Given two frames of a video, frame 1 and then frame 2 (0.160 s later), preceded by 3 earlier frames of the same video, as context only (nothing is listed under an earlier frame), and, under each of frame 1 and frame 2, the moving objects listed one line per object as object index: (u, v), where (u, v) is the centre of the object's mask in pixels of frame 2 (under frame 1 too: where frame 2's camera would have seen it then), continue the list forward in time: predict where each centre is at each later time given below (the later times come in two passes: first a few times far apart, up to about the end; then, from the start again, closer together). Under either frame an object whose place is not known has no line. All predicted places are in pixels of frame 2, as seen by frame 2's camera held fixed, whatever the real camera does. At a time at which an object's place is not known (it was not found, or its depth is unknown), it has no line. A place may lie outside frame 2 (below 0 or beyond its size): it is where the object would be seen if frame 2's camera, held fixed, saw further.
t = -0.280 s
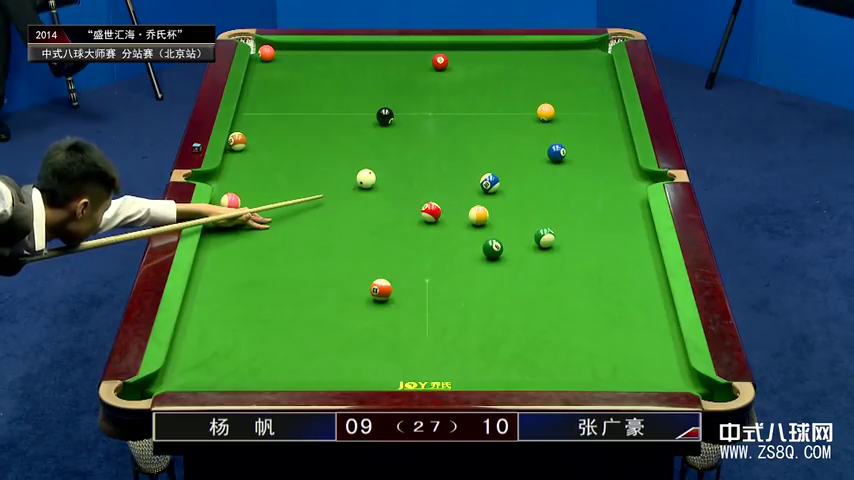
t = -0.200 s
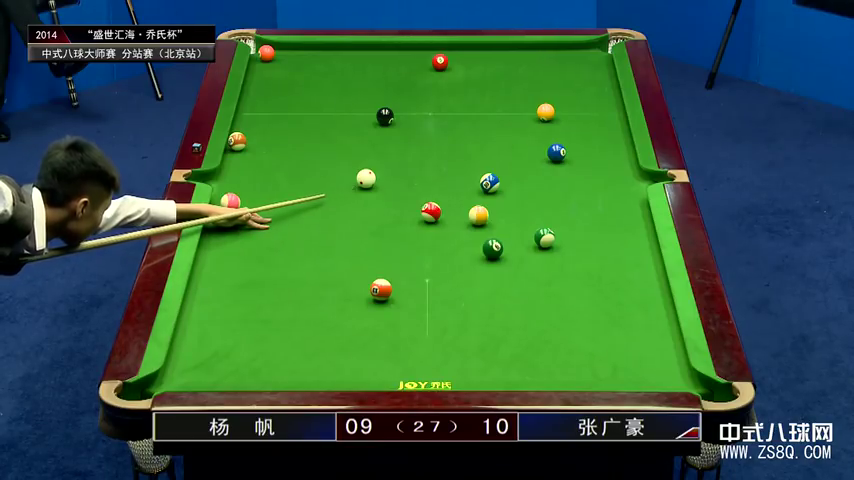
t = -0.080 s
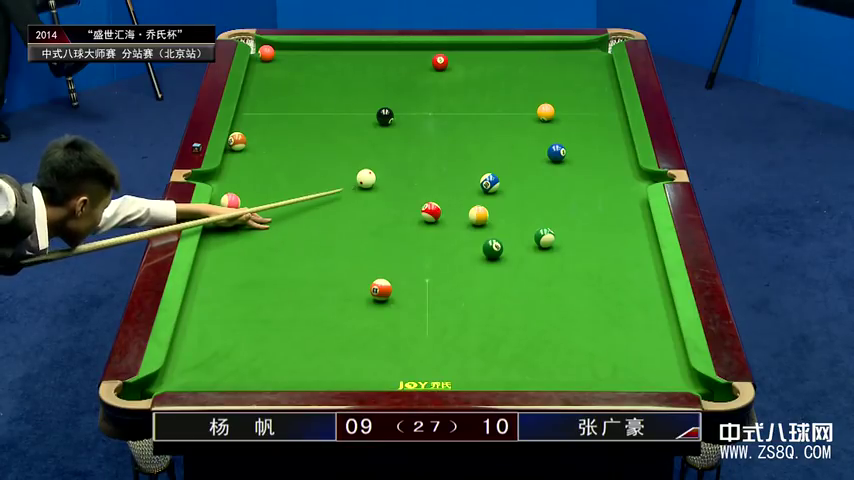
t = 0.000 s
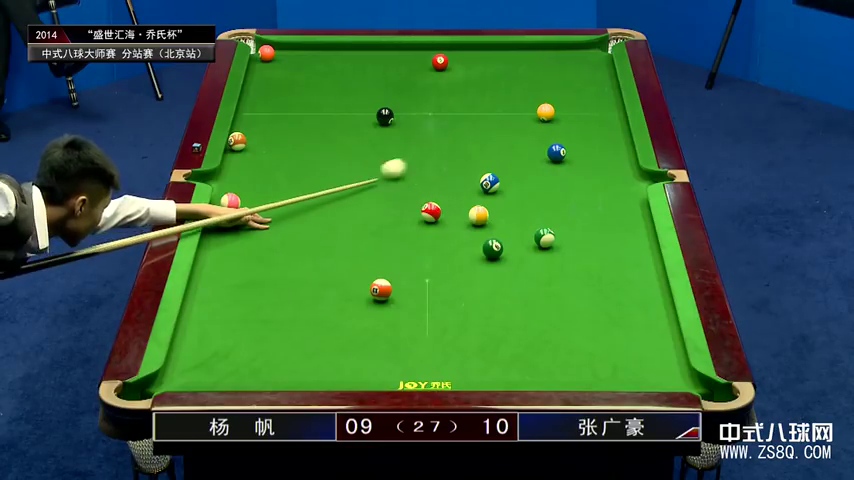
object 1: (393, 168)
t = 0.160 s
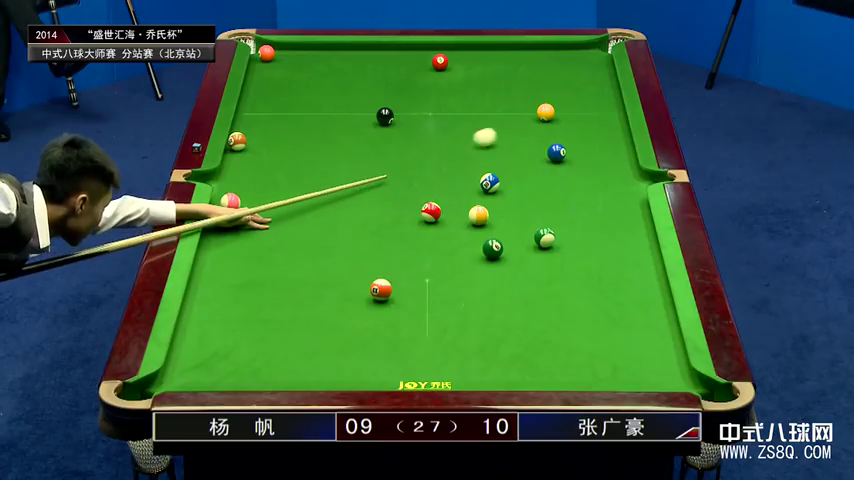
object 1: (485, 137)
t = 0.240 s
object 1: (523, 124)
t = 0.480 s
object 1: (590, 121)
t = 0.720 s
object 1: (605, 126)
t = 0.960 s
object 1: (577, 132)
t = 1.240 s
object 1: (544, 139)
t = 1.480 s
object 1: (517, 145)
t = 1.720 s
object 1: (492, 150)
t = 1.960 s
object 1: (468, 155)
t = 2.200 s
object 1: (446, 159)
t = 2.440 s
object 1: (424, 163)
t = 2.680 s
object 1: (404, 167)
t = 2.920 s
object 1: (385, 171)
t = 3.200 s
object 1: (364, 174)
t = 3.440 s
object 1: (349, 177)
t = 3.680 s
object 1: (334, 180)
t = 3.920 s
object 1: (321, 182)
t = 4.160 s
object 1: (310, 184)
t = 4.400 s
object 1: (301, 186)
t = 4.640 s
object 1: (293, 187)
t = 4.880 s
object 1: (286, 188)
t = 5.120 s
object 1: (282, 189)
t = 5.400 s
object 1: (278, 189)
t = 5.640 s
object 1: (277, 189)
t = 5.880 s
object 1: (277, 189)
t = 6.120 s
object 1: (277, 189)
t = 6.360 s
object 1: (277, 189)
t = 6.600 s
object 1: (277, 189)
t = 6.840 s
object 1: (277, 189)
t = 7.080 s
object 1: (277, 189)
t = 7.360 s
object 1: (277, 189)
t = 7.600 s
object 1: (277, 189)
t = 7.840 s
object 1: (277, 189)
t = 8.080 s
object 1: (277, 189)
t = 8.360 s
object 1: (277, 189)
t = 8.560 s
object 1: (277, 189)
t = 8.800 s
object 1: (277, 189)
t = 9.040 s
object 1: (277, 189)
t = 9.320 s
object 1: (277, 189)
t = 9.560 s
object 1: (277, 189)
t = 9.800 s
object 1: (277, 189)
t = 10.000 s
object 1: (277, 189)
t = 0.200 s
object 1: (505, 130)
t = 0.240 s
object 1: (523, 124)
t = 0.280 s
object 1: (541, 119)
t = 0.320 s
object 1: (553, 119)
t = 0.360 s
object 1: (563, 119)
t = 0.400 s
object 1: (573, 120)
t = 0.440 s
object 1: (582, 121)
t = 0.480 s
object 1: (590, 121)
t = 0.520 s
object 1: (598, 122)
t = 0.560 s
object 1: (607, 123)
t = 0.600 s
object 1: (616, 123)
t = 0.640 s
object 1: (617, 124)
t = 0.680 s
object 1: (611, 125)
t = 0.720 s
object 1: (605, 126)
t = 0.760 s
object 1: (601, 127)
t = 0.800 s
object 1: (596, 129)
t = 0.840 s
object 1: (591, 130)
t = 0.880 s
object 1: (586, 130)
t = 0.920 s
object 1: (581, 131)
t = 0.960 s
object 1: (577, 132)
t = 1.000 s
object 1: (572, 133)
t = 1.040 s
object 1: (567, 134)
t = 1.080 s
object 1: (563, 135)
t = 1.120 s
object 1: (558, 135)
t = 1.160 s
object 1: (553, 136)
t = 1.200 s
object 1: (548, 138)
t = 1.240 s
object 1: (544, 139)
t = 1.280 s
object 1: (540, 140)
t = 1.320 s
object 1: (535, 141)
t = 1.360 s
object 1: (531, 142)
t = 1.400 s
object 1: (526, 143)
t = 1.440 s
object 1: (522, 144)
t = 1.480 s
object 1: (517, 145)
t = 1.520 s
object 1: (513, 146)
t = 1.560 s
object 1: (509, 146)
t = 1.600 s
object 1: (505, 147)
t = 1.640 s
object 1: (501, 148)
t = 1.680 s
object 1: (497, 149)
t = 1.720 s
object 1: (492, 150)
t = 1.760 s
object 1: (488, 151)
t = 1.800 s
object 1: (484, 152)
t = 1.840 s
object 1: (480, 152)
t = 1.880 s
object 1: (476, 153)
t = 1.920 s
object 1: (472, 154)
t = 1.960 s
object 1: (468, 155)
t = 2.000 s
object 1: (464, 156)
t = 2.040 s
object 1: (461, 156)
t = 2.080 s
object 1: (457, 157)
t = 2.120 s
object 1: (453, 158)
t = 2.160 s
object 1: (449, 159)
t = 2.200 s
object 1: (446, 159)
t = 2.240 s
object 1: (442, 160)
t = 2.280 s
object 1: (438, 161)
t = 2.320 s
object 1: (435, 161)
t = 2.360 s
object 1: (431, 162)
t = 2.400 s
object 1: (427, 163)
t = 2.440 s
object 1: (424, 163)
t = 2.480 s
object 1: (421, 164)
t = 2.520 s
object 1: (417, 165)
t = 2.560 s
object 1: (414, 165)
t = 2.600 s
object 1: (411, 166)
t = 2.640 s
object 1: (407, 166)
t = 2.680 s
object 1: (404, 167)
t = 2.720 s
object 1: (401, 168)
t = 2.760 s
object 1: (397, 168)
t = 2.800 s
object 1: (394, 169)
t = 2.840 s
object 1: (391, 169)
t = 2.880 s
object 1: (388, 170)
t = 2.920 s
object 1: (385, 171)
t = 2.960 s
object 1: (382, 171)
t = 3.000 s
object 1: (379, 172)
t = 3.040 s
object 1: (376, 172)
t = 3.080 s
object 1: (373, 173)
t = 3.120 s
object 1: (370, 173)
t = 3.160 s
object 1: (367, 174)
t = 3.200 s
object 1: (364, 174)
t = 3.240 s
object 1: (362, 175)
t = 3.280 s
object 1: (359, 175)
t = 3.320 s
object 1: (357, 175)
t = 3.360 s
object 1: (354, 176)
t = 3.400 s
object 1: (351, 176)
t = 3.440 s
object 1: (349, 177)
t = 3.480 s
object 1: (346, 178)
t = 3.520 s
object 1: (344, 178)
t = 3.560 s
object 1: (341, 179)
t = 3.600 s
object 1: (339, 179)
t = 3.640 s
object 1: (336, 179)
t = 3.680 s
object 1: (334, 180)
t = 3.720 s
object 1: (332, 180)
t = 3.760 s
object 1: (330, 181)
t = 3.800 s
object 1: (328, 181)
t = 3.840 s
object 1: (326, 181)
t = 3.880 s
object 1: (324, 182)
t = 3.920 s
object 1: (321, 182)
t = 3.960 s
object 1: (320, 183)
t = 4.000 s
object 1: (318, 183)
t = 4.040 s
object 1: (316, 183)
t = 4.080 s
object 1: (314, 184)
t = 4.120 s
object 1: (312, 184)
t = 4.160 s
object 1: (310, 184)
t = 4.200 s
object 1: (308, 185)
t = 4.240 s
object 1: (307, 185)
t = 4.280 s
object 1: (305, 185)
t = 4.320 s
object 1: (304, 185)
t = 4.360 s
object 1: (302, 186)
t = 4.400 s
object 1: (301, 186)
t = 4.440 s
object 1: (299, 186)
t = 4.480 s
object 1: (298, 186)
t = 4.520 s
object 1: (297, 187)
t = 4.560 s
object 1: (295, 187)
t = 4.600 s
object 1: (294, 187)
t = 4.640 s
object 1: (293, 187)
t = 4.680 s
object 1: (291, 187)
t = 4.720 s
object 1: (290, 188)
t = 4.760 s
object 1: (289, 188)
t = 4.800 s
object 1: (288, 188)
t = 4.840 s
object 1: (287, 188)
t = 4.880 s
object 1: (286, 188)
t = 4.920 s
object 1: (285, 188)
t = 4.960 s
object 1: (284, 188)
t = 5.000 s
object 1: (284, 189)
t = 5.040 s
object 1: (283, 189)
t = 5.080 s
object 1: (282, 189)
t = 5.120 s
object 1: (282, 189)
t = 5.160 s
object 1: (281, 189)
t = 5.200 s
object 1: (280, 189)
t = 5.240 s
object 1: (280, 189)
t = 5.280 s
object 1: (279, 189)
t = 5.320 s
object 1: (279, 189)
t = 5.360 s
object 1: (278, 189)
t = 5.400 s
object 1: (278, 189)
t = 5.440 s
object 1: (278, 189)
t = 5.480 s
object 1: (278, 189)
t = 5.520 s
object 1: (277, 189)
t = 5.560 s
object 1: (277, 189)
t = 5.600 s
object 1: (277, 189)
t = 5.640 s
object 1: (277, 189)
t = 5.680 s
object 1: (277, 189)
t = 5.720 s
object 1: (277, 189)
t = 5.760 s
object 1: (277, 189)
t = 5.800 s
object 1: (277, 189)
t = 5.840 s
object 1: (277, 189)
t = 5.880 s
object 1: (277, 189)
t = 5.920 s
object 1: (277, 189)
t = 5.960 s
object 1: (277, 189)
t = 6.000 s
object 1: (277, 189)
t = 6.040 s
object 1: (277, 189)
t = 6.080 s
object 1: (277, 189)
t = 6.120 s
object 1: (277, 189)
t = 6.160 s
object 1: (277, 189)
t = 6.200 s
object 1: (277, 189)
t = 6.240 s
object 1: (277, 189)
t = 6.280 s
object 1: (277, 189)
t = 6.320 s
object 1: (277, 189)
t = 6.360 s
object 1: (277, 189)
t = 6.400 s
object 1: (277, 189)
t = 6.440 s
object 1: (277, 189)
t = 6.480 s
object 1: (277, 189)
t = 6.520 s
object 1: (277, 189)
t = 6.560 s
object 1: (277, 189)
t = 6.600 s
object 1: (277, 189)
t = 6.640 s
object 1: (277, 189)
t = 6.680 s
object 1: (277, 189)
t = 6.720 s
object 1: (277, 189)
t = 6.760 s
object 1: (277, 189)
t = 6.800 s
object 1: (277, 189)
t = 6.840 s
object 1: (277, 189)
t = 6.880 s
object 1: (277, 189)
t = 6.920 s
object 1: (277, 189)
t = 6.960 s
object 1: (277, 189)
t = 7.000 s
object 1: (277, 189)
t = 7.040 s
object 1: (277, 189)
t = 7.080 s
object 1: (277, 189)
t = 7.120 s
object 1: (277, 189)
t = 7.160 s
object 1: (277, 189)
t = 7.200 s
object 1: (277, 189)
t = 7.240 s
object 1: (277, 189)
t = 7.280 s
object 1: (277, 189)
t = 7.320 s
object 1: (277, 189)
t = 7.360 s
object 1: (277, 189)
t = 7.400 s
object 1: (277, 189)
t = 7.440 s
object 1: (277, 189)
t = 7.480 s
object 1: (277, 189)
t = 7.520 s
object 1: (277, 189)
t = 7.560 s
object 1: (277, 189)
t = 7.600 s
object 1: (277, 189)
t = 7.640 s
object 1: (277, 189)
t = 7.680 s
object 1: (277, 189)
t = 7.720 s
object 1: (277, 189)
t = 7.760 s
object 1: (277, 189)
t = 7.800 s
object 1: (277, 189)
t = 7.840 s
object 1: (277, 189)
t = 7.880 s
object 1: (277, 189)
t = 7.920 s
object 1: (277, 189)
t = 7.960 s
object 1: (277, 189)
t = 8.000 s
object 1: (277, 189)
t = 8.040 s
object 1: (277, 189)
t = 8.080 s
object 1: (277, 189)
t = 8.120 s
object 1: (277, 189)
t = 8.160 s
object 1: (277, 189)
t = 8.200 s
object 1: (277, 189)
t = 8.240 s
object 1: (277, 189)
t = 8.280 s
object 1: (277, 189)
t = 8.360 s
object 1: (277, 189)
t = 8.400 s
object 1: (277, 189)
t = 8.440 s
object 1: (277, 189)
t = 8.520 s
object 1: (277, 189)
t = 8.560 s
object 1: (277, 189)
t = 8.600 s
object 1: (277, 189)
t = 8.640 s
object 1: (277, 189)
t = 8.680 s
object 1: (277, 189)
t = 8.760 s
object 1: (277, 189)
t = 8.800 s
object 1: (277, 189)
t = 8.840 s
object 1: (277, 189)
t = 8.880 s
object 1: (277, 189)
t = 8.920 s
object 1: (277, 189)
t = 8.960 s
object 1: (277, 189)
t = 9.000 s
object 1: (277, 189)
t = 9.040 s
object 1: (277, 189)
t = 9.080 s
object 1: (277, 189)
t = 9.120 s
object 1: (277, 189)
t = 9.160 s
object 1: (277, 189)
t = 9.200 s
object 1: (277, 189)
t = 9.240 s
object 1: (277, 189)
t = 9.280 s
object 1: (277, 189)
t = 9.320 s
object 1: (277, 189)
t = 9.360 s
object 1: (277, 189)
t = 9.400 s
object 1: (277, 189)
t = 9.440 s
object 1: (277, 189)
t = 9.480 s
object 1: (277, 189)
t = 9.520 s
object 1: (277, 189)
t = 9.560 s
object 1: (277, 189)
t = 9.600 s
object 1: (277, 189)
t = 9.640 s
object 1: (277, 189)
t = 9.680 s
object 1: (277, 189)
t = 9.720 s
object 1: (277, 189)
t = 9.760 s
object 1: (277, 189)
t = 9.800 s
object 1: (277, 189)
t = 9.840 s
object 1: (277, 189)
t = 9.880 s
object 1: (277, 189)
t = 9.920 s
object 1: (277, 189)
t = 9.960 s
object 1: (277, 189)
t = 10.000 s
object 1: (277, 189)
